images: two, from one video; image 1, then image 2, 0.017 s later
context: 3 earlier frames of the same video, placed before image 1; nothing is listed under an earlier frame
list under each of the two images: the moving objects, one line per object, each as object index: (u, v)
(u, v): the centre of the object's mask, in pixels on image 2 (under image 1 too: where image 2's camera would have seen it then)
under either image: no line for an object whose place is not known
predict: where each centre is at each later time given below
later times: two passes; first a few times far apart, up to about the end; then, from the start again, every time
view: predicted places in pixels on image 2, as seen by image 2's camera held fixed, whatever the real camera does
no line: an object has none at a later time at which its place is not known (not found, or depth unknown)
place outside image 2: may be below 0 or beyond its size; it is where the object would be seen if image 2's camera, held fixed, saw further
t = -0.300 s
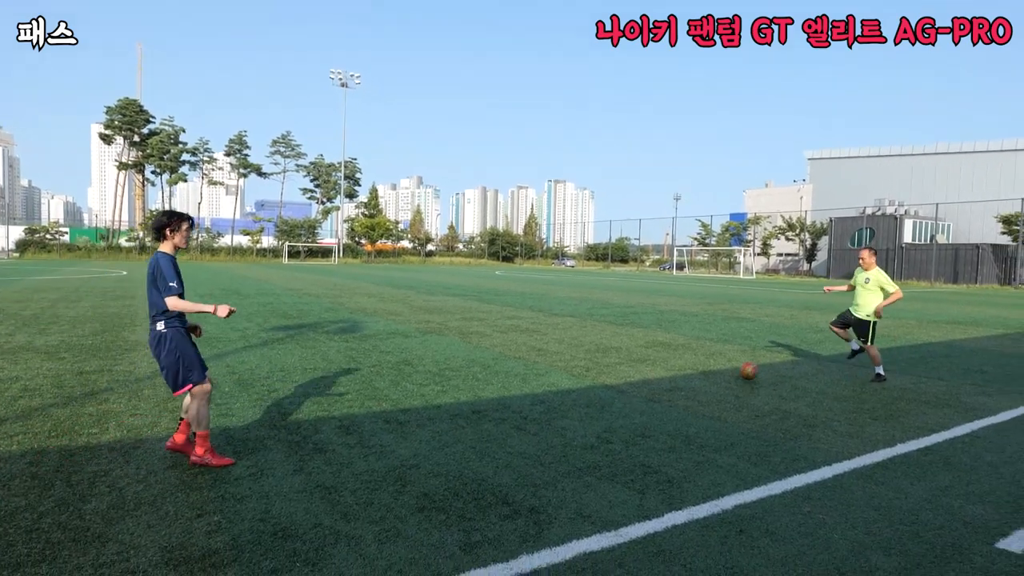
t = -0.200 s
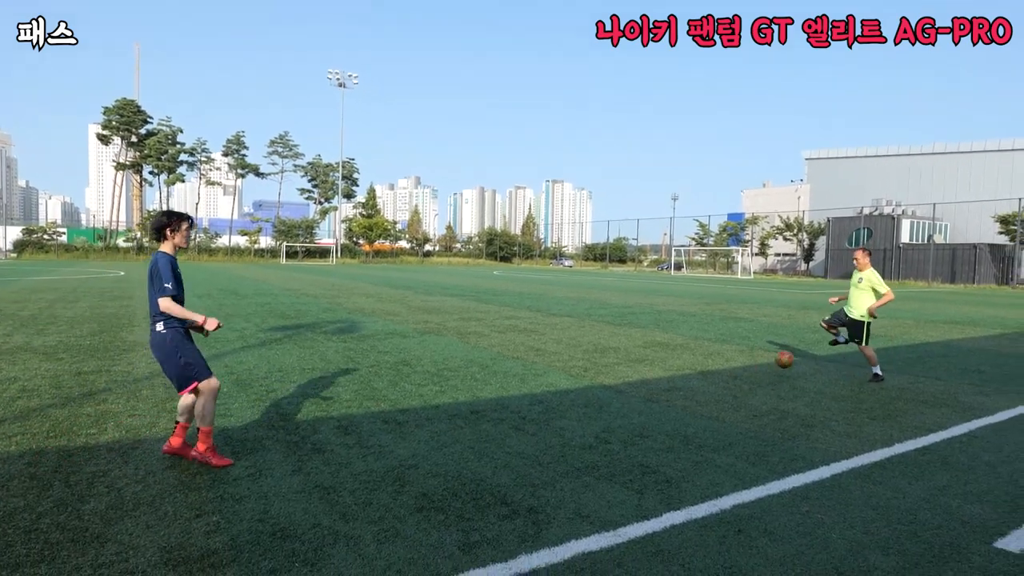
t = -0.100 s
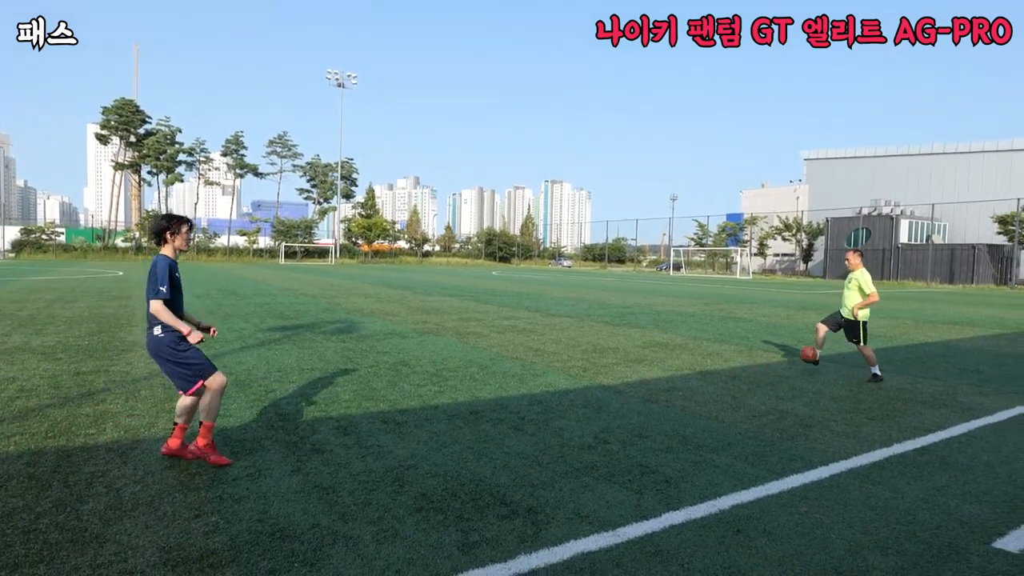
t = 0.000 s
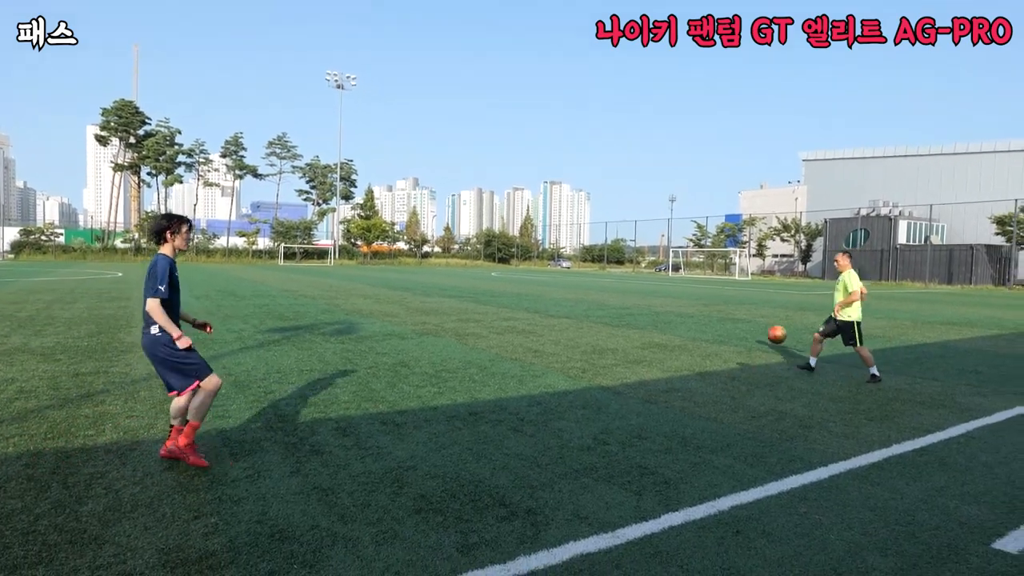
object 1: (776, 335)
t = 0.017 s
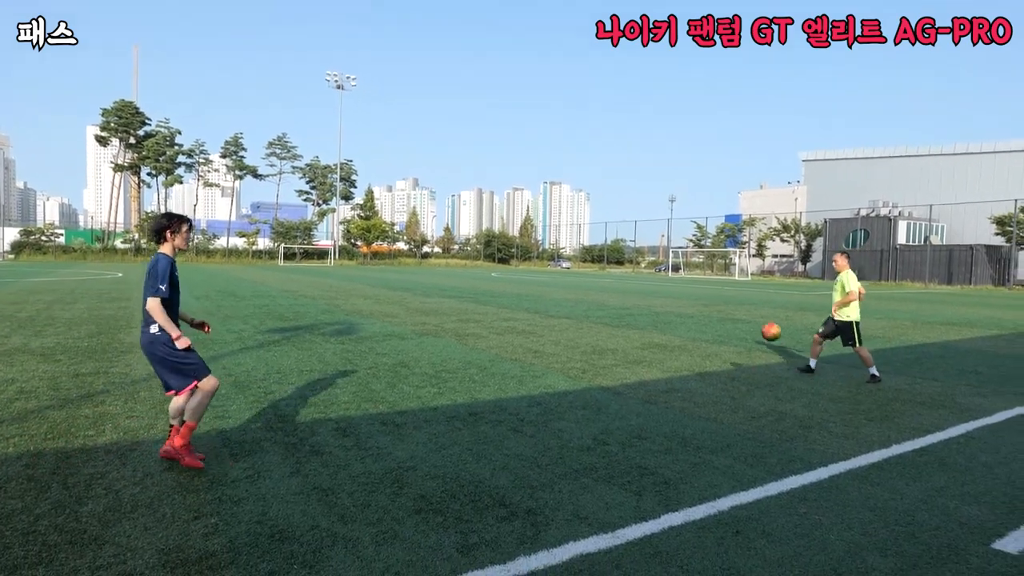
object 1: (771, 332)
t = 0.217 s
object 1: (690, 308)
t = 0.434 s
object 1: (556, 320)
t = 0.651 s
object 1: (334, 414)
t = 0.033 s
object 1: (765, 329)
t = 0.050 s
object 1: (759, 326)
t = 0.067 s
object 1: (753, 324)
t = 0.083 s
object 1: (747, 321)
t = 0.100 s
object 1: (741, 319)
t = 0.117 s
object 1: (734, 317)
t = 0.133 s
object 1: (727, 315)
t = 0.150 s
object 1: (719, 313)
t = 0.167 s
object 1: (713, 312)
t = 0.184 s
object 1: (705, 310)
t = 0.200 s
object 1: (697, 309)
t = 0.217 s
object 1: (690, 308)
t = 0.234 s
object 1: (682, 307)
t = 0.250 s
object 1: (673, 306)
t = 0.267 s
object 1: (664, 306)
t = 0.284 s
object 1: (655, 306)
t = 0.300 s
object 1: (646, 306)
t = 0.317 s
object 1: (636, 307)
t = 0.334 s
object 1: (626, 308)
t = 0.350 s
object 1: (615, 309)
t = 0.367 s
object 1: (604, 311)
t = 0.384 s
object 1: (593, 312)
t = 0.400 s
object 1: (581, 315)
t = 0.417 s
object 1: (569, 317)
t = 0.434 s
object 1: (556, 320)
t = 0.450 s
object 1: (543, 324)
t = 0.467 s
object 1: (530, 328)
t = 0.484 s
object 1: (516, 332)
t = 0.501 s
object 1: (500, 338)
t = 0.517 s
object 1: (485, 344)
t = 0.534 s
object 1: (470, 350)
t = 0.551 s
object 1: (453, 357)
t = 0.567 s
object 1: (435, 365)
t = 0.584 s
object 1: (416, 374)
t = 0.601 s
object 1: (397, 382)
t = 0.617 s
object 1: (377, 392)
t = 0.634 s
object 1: (356, 403)
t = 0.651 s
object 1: (334, 414)
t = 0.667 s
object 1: (309, 427)
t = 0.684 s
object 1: (286, 441)
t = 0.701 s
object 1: (260, 455)
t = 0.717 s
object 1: (234, 471)
